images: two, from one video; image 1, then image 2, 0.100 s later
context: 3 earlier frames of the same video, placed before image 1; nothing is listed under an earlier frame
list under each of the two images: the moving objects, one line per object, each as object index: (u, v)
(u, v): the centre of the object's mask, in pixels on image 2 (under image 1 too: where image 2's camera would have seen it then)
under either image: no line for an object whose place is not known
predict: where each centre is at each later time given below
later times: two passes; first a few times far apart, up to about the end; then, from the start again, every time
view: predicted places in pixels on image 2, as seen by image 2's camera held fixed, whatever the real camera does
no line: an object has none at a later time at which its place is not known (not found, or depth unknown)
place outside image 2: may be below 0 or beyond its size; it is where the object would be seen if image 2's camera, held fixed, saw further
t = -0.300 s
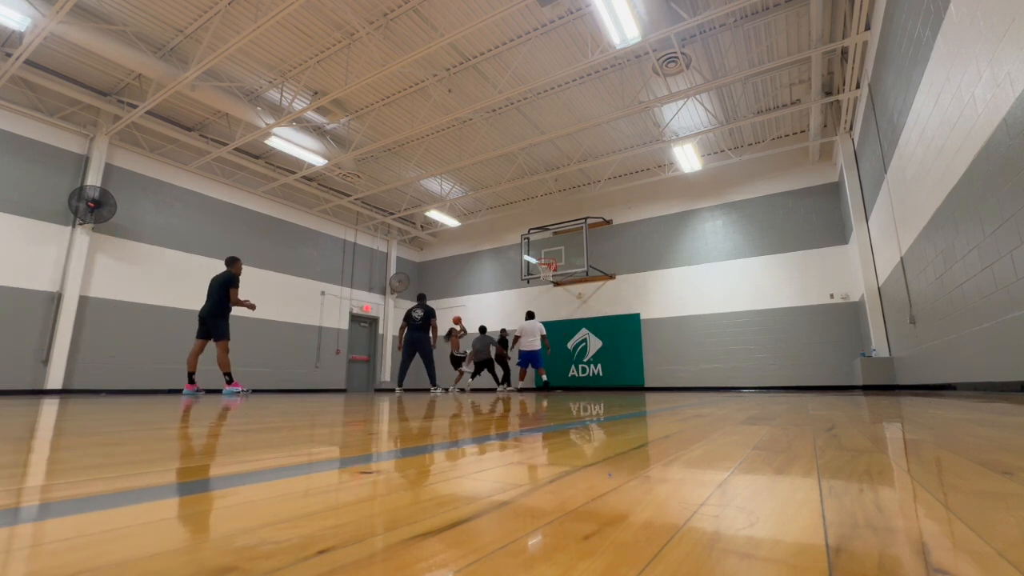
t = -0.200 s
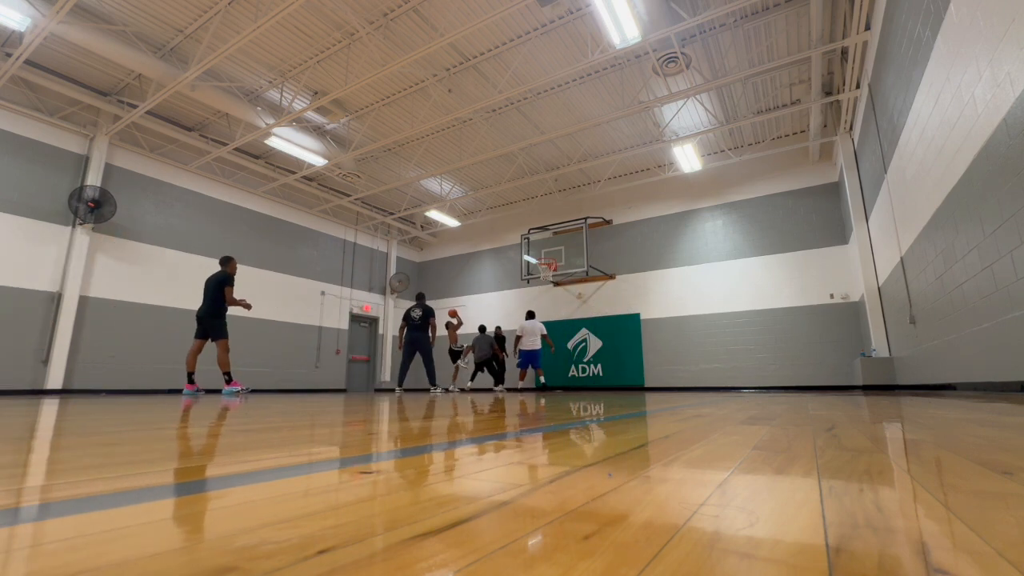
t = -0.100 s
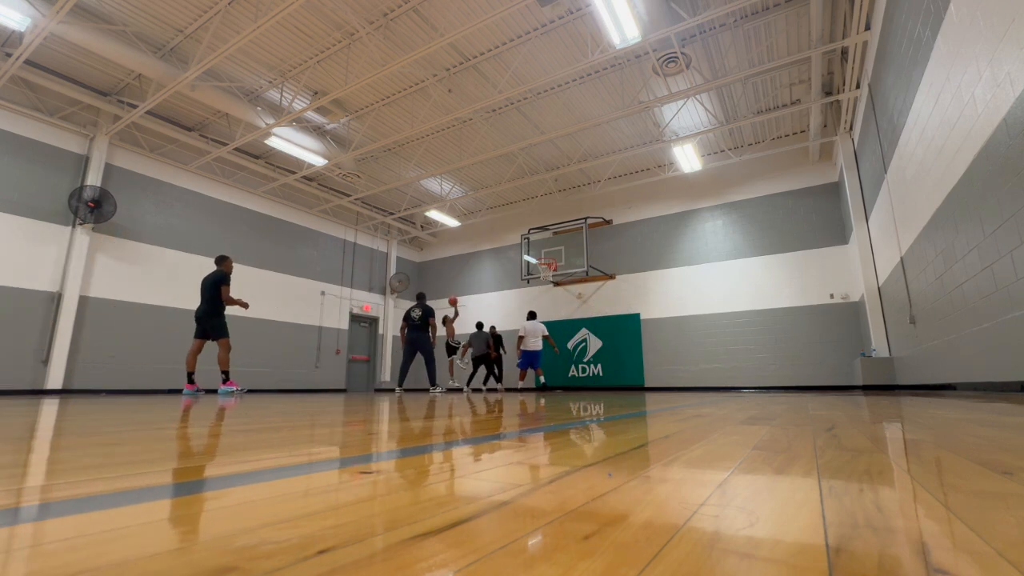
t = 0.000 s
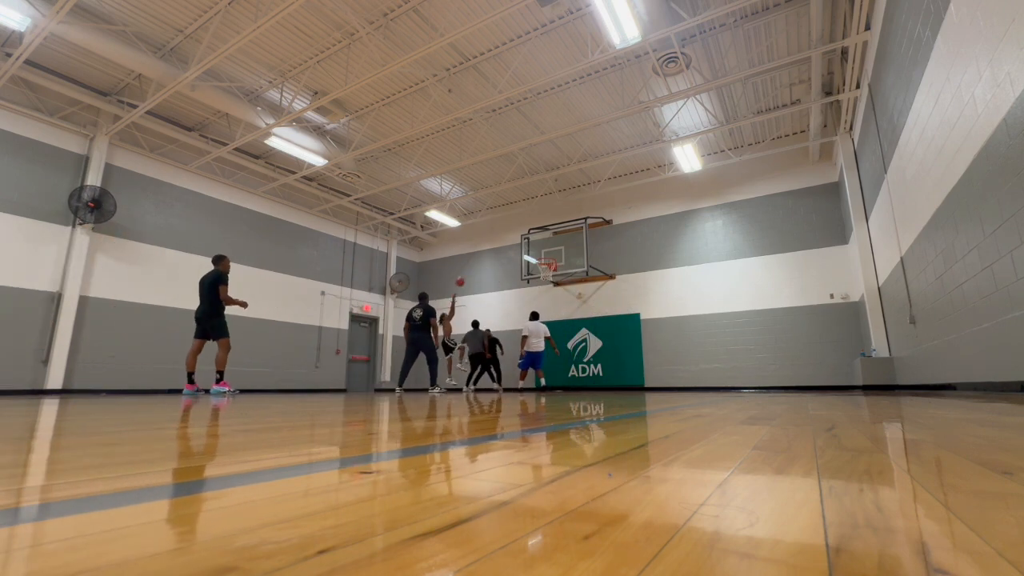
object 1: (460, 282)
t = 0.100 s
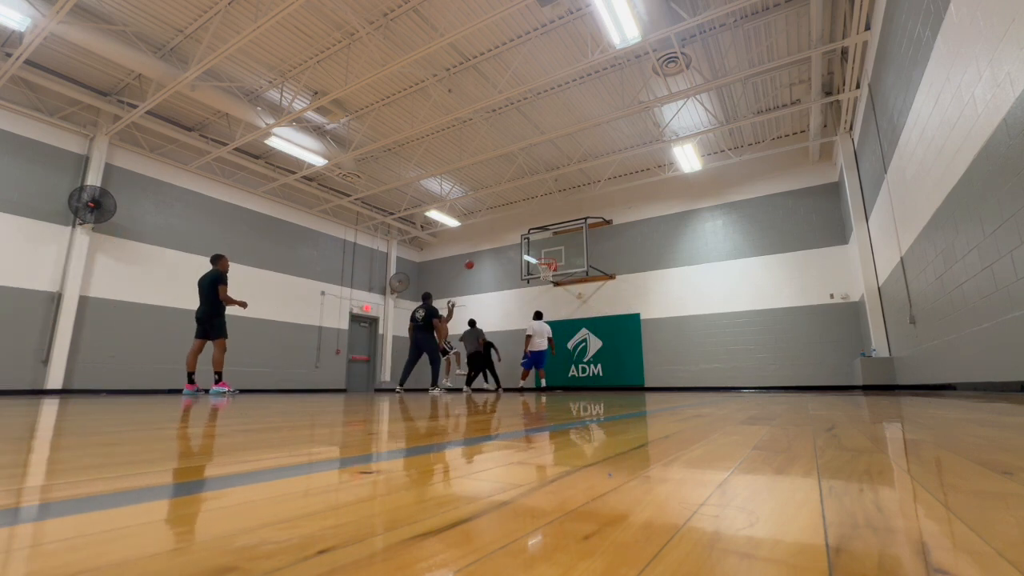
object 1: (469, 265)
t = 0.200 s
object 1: (478, 251)
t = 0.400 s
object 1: (497, 235)
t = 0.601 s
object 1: (516, 234)
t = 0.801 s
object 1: (536, 248)
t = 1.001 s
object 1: (553, 272)
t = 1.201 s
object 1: (559, 290)
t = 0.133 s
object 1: (472, 260)
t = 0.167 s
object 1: (475, 255)
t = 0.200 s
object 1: (478, 251)
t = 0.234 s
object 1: (481, 248)
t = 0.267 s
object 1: (484, 244)
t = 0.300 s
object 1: (487, 242)
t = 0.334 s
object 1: (491, 239)
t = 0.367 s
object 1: (494, 237)
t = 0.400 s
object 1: (497, 235)
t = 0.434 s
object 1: (500, 234)
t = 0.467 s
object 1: (503, 233)
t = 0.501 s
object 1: (506, 233)
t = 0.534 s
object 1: (509, 233)
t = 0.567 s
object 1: (512, 233)
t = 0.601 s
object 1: (516, 234)
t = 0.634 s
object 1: (519, 235)
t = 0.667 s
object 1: (522, 237)
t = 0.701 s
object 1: (526, 239)
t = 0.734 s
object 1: (529, 242)
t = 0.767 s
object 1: (533, 244)
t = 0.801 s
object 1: (536, 248)
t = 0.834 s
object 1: (539, 252)
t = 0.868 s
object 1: (542, 256)
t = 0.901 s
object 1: (545, 261)
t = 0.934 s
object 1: (551, 265)
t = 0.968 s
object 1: (552, 268)
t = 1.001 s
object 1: (553, 272)
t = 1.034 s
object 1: (554, 274)
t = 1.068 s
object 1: (556, 277)
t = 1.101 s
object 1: (557, 279)
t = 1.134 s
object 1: (558, 282)
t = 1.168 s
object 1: (558, 286)
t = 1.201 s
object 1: (559, 290)
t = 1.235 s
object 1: (560, 295)
